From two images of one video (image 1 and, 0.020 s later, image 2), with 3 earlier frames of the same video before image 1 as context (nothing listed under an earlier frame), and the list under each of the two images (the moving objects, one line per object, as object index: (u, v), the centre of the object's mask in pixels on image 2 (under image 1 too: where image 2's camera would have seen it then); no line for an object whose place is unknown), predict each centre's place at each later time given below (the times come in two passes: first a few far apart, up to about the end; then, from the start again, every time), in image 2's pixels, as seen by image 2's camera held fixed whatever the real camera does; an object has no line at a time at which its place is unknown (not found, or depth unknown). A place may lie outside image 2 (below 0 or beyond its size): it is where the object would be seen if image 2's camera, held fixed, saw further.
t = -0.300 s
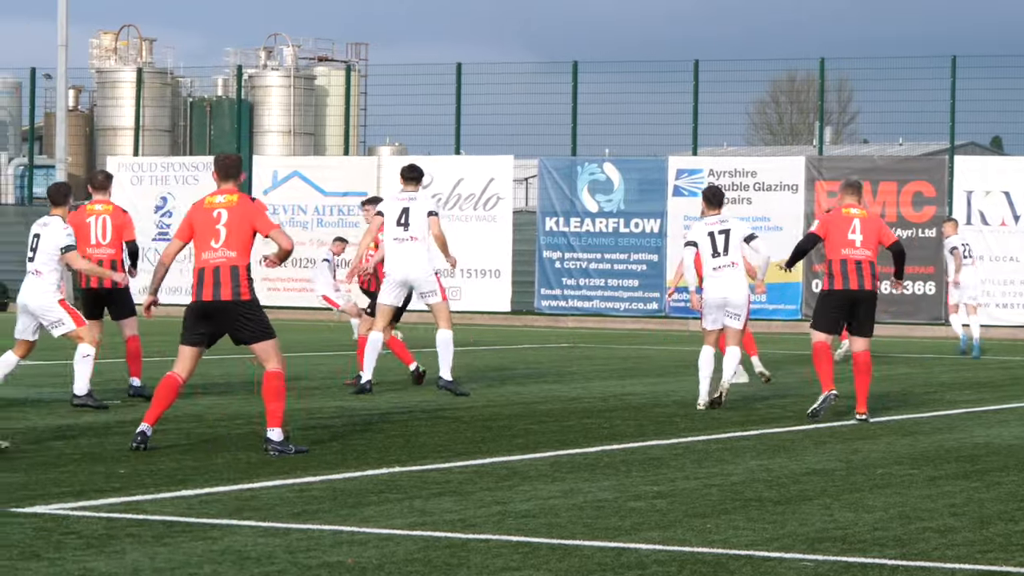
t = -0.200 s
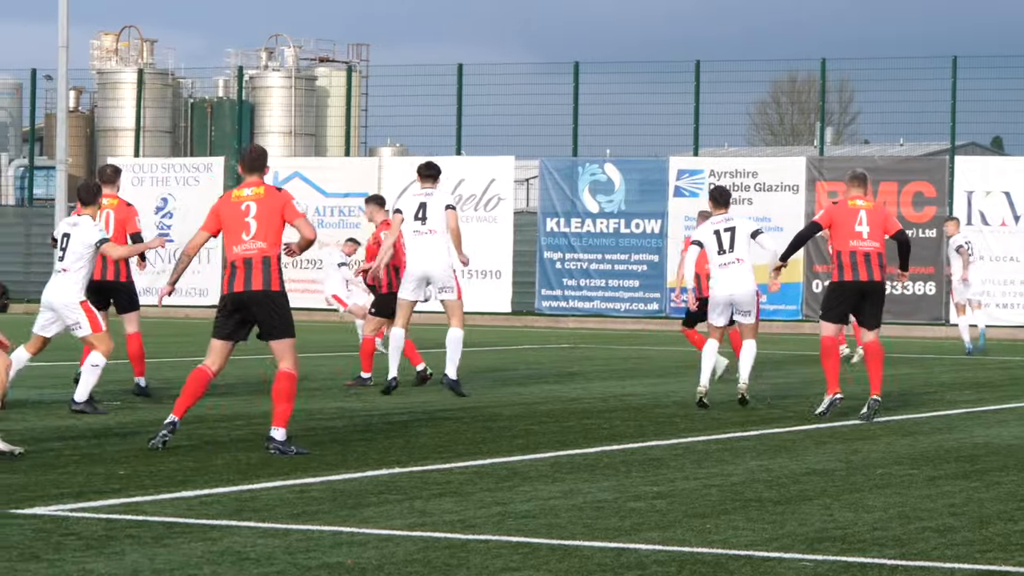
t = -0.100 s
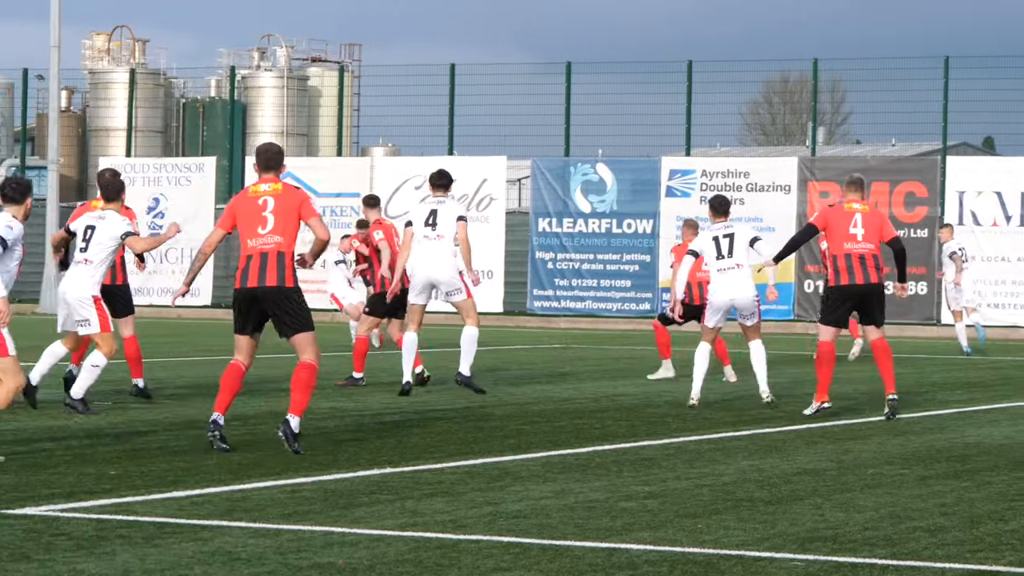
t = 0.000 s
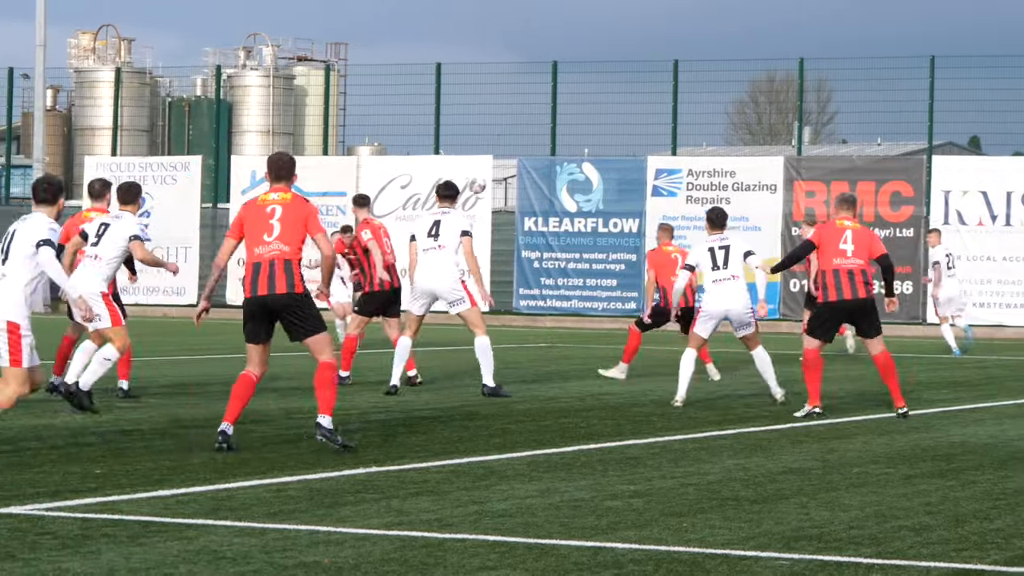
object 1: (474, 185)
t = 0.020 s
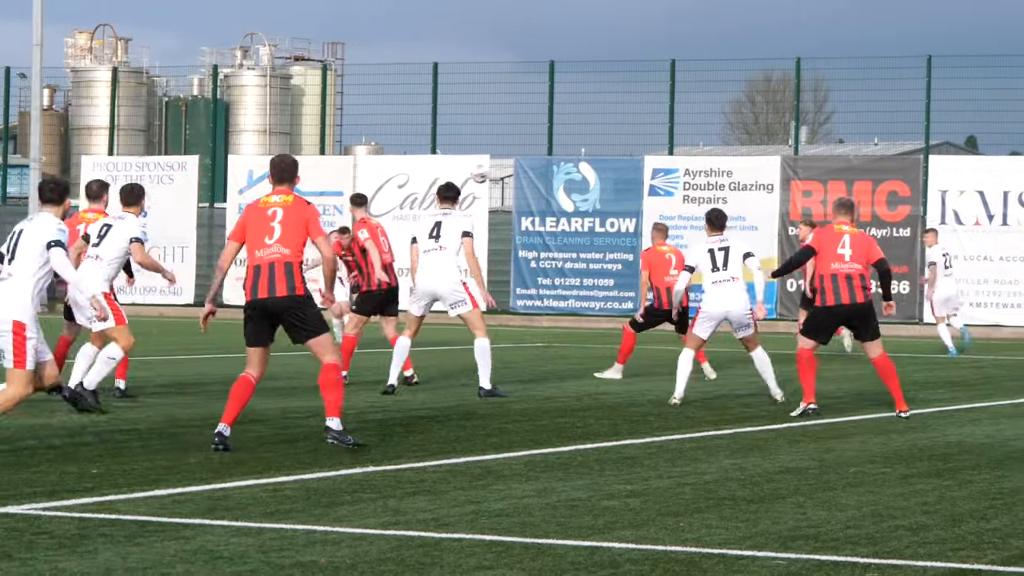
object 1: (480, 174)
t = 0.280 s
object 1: (550, 64)
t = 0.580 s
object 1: (594, 1)
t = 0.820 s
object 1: (597, 19)
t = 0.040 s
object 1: (485, 165)
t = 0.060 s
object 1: (493, 155)
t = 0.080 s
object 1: (499, 145)
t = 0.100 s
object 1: (505, 136)
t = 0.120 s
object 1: (511, 127)
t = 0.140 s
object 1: (516, 118)
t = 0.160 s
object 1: (521, 110)
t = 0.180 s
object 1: (526, 103)
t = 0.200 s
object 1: (531, 94)
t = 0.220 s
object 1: (537, 86)
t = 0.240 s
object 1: (541, 79)
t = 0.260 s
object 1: (544, 72)
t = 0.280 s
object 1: (550, 64)
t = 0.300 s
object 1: (554, 58)
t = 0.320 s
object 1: (557, 52)
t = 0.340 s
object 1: (562, 45)
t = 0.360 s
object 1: (566, 39)
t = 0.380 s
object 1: (568, 34)
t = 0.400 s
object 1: (572, 29)
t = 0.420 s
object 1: (576, 24)
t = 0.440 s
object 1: (578, 19)
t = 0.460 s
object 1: (581, 15)
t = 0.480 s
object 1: (584, 11)
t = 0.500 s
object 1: (586, 7)
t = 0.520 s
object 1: (588, 5)
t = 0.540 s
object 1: (590, 4)
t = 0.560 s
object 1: (592, 3)
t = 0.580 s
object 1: (594, 1)
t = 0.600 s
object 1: (594, 1)
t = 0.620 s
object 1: (595, 0)
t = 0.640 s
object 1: (596, -1)
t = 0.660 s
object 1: (597, -1)
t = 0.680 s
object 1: (598, -1)
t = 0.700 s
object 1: (598, -1)
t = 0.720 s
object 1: (597, 1)
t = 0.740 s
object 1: (598, 3)
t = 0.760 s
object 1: (598, 6)
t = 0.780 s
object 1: (598, 10)
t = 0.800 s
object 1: (597, 14)
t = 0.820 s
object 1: (597, 19)
